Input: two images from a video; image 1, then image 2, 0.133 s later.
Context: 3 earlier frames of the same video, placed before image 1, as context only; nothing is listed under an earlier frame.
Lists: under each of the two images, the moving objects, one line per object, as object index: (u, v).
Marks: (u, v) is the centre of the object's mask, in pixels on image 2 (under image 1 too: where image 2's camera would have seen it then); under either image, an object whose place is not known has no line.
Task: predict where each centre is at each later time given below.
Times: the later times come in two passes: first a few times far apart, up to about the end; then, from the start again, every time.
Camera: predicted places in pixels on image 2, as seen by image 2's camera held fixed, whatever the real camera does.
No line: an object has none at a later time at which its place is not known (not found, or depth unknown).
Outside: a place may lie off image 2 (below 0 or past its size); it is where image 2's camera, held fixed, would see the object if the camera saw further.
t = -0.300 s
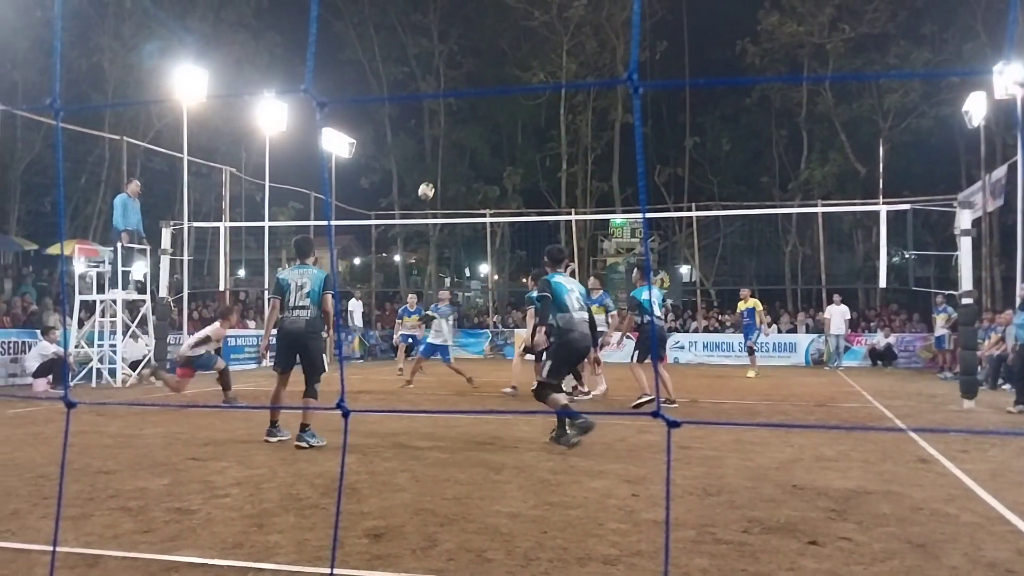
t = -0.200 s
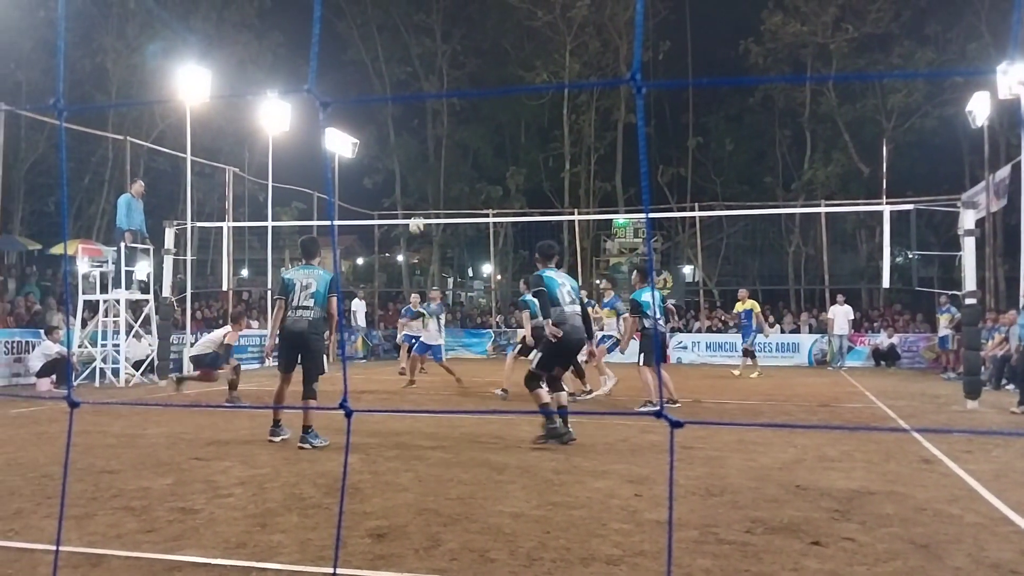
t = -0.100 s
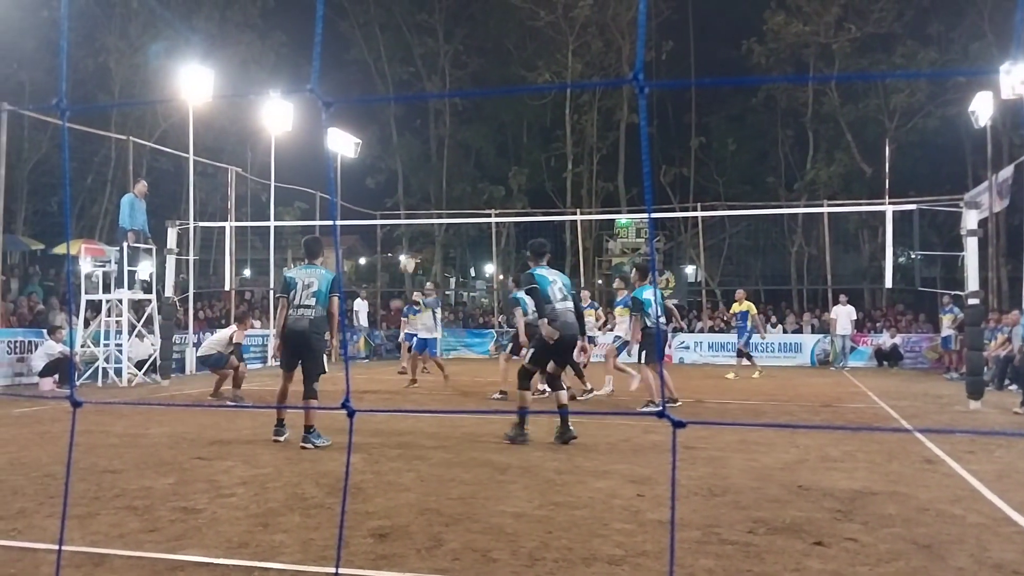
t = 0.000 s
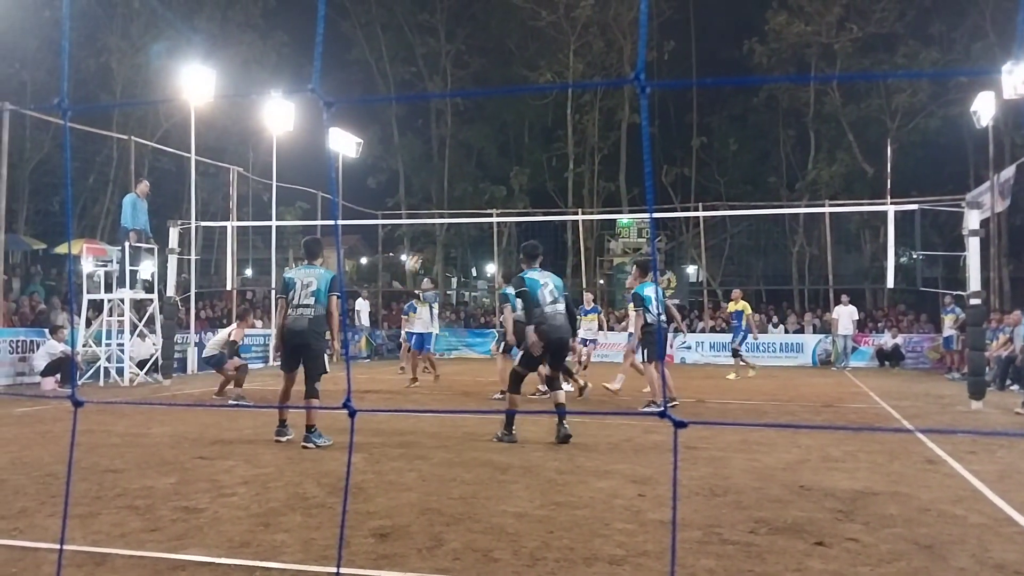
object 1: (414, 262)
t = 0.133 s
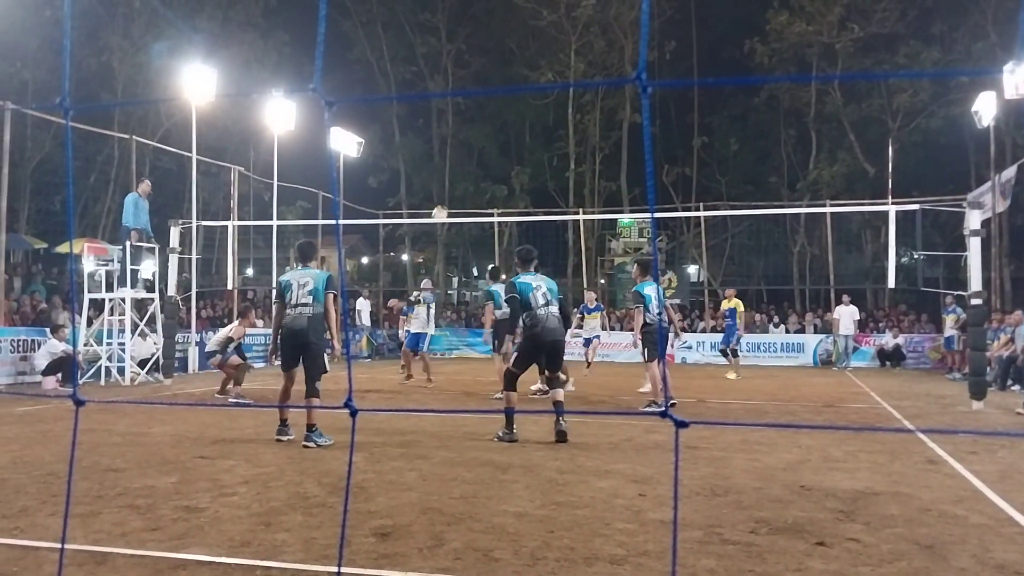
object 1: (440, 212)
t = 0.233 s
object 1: (458, 187)
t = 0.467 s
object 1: (501, 146)
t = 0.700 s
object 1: (541, 142)
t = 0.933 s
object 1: (580, 171)
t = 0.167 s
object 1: (446, 204)
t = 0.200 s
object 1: (452, 196)
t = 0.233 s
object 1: (458, 187)
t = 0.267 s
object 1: (464, 178)
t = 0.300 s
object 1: (470, 172)
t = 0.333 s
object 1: (476, 166)
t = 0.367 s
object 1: (482, 159)
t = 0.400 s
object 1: (488, 154)
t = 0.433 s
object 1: (494, 150)
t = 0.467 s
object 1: (501, 146)
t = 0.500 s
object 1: (507, 144)
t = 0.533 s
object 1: (512, 142)
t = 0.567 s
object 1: (518, 140)
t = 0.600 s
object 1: (524, 140)
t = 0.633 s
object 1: (529, 140)
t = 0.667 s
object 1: (536, 140)
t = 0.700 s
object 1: (541, 142)
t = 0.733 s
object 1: (547, 143)
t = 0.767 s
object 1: (553, 147)
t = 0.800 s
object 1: (558, 150)
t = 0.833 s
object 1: (564, 154)
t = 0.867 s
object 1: (570, 160)
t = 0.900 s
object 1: (575, 165)
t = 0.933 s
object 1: (580, 171)
